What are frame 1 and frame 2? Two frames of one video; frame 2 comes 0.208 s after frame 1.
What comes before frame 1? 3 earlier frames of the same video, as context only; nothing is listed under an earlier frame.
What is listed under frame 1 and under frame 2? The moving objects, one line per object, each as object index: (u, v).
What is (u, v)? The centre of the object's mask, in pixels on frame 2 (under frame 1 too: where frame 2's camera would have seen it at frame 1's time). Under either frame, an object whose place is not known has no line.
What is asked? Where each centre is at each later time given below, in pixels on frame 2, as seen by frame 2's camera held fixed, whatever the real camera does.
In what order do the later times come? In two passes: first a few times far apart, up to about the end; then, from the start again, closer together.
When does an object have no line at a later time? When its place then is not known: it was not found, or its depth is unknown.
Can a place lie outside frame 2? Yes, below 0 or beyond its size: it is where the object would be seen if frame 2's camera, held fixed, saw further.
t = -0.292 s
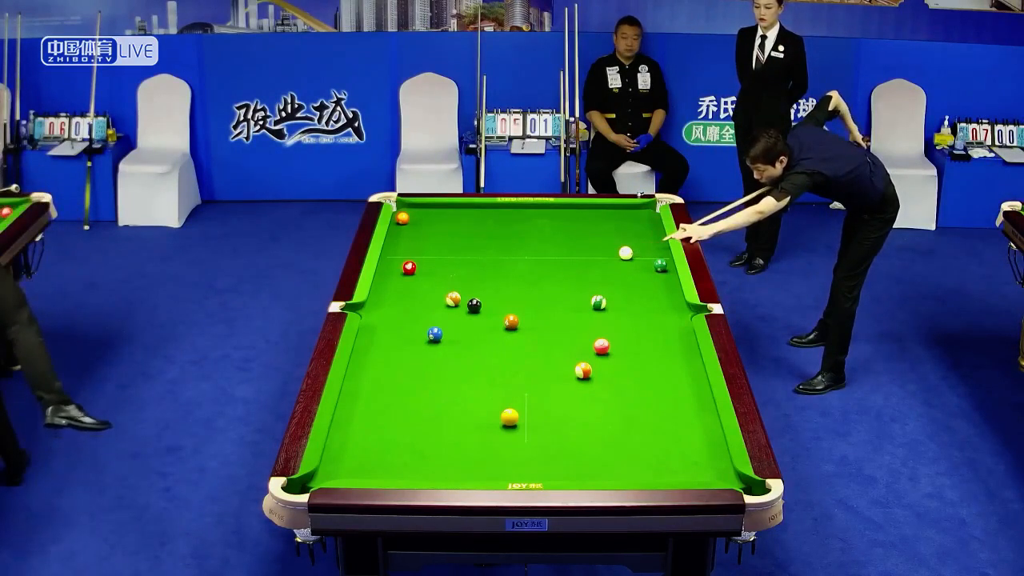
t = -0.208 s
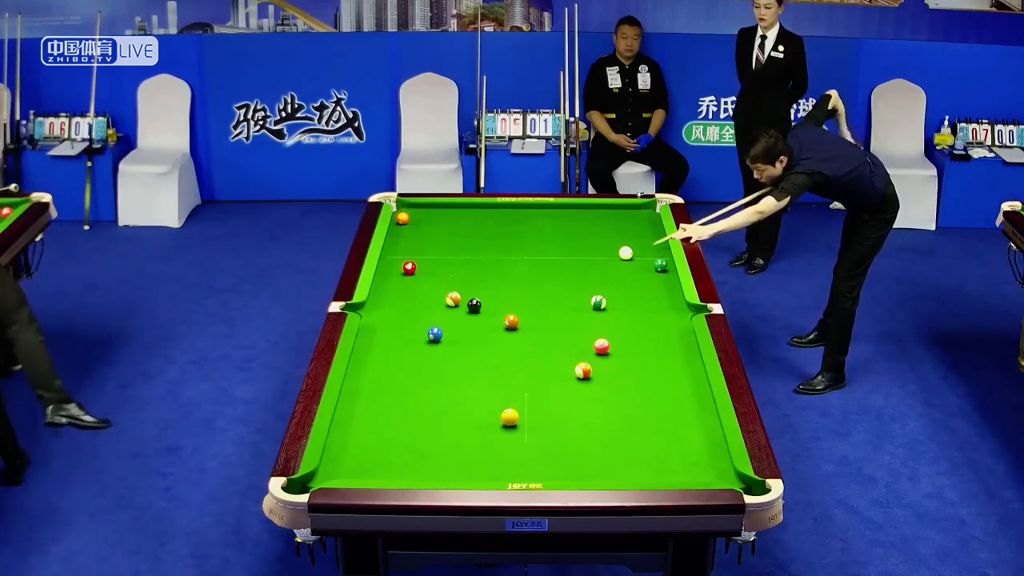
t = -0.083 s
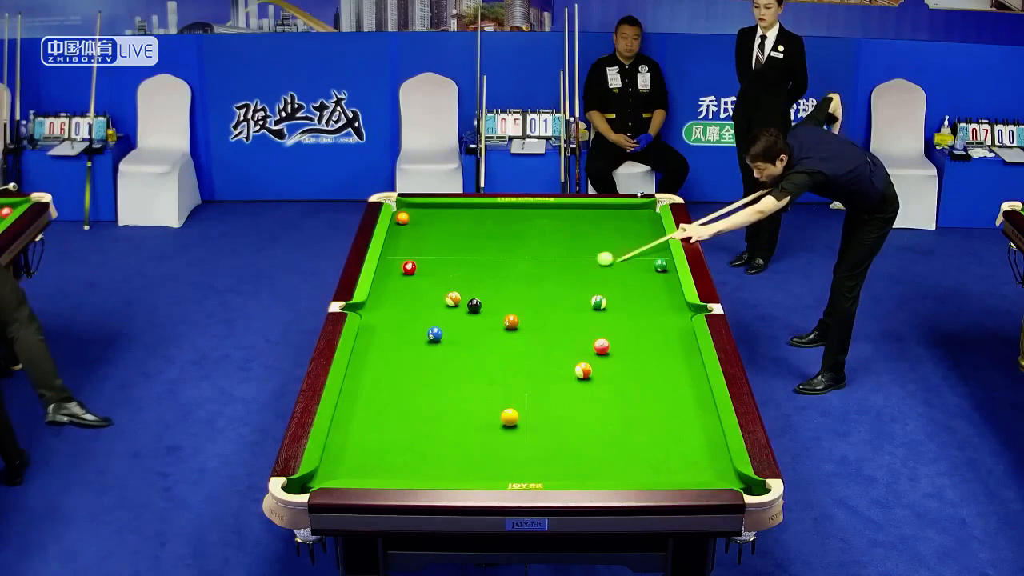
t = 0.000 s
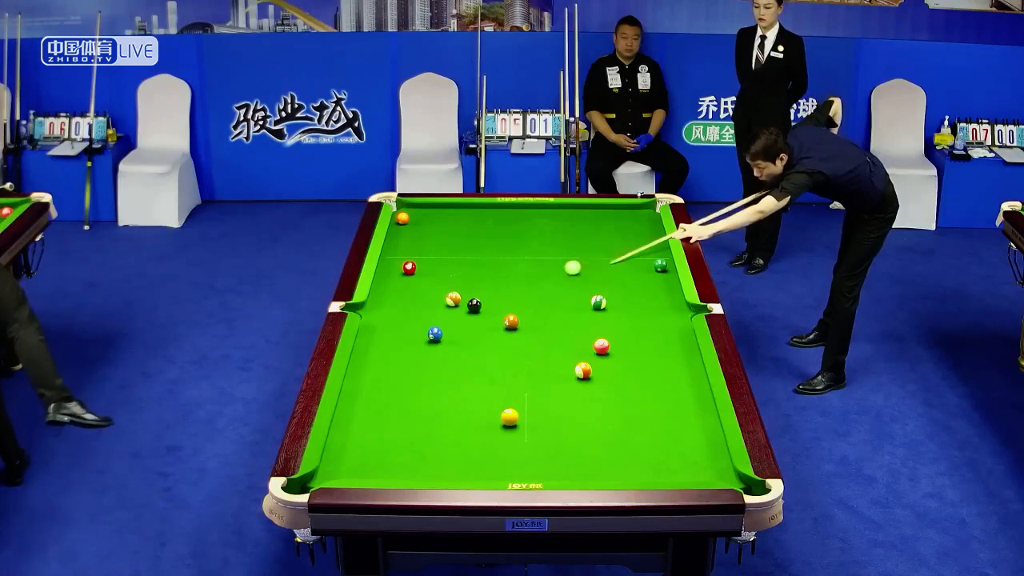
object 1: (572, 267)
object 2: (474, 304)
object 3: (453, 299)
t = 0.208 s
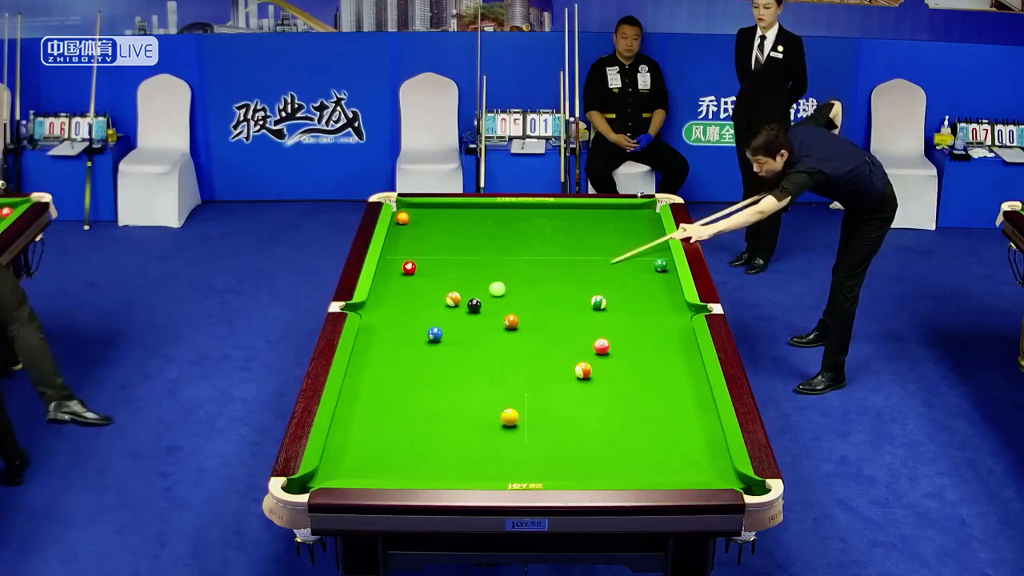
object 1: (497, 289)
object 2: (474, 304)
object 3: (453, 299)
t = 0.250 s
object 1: (483, 292)
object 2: (474, 304)
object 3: (453, 299)
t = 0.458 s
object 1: (469, 298)
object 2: (476, 308)
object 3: (402, 305)
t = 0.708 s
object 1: (475, 299)
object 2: (480, 315)
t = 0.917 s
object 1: (478, 299)
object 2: (484, 320)
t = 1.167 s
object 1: (480, 299)
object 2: (487, 325)
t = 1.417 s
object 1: (481, 299)
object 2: (491, 330)
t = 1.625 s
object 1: (481, 299)
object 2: (494, 335)
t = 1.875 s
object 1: (481, 299)
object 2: (497, 339)
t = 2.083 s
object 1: (481, 299)
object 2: (499, 342)
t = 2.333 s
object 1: (481, 299)
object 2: (501, 346)
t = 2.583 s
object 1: (481, 299)
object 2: (503, 348)
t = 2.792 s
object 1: (481, 299)
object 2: (504, 350)
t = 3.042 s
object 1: (481, 299)
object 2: (506, 351)
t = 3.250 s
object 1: (481, 299)
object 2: (507, 352)
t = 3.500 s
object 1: (481, 299)
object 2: (507, 353)
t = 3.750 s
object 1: (481, 299)
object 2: (507, 353)
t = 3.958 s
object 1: (481, 299)
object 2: (507, 353)
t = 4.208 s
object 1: (481, 299)
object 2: (507, 353)
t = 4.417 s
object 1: (481, 299)
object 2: (507, 353)
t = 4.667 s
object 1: (481, 299)
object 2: (507, 353)
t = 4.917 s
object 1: (481, 299)
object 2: (507, 353)
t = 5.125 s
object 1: (482, 299)
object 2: (507, 353)
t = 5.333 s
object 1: (482, 299)
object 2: (507, 352)
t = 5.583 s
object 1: (482, 299)
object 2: (507, 352)
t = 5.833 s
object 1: (482, 299)
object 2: (507, 352)
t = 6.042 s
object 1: (482, 299)
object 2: (507, 352)
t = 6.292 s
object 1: (482, 299)
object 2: (507, 352)
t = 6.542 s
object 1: (482, 299)
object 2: (507, 352)
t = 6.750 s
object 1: (482, 299)
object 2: (507, 352)
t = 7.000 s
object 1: (482, 299)
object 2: (507, 352)
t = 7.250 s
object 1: (481, 299)
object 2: (507, 353)
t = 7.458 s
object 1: (482, 299)
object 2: (507, 352)
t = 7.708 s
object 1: (482, 299)
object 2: (507, 352)
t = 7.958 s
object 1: (482, 299)
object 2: (507, 352)
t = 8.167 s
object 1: (482, 299)
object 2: (507, 352)
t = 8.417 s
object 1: (482, 299)
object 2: (507, 352)
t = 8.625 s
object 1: (482, 299)
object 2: (507, 353)
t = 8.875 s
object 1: (482, 299)
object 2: (507, 352)
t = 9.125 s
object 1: (482, 299)
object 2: (507, 352)
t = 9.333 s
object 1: (482, 299)
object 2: (507, 352)
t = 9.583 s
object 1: (482, 299)
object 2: (507, 352)
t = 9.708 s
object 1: (482, 299)
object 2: (507, 352)
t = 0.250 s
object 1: (483, 292)
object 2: (474, 304)
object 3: (453, 299)
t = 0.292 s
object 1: (469, 295)
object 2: (474, 305)
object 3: (453, 299)
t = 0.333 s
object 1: (466, 297)
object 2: (474, 305)
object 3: (442, 300)
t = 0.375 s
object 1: (467, 298)
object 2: (474, 305)
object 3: (428, 301)
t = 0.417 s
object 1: (468, 298)
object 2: (475, 307)
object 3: (414, 303)
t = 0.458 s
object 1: (469, 298)
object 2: (476, 308)
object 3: (402, 305)
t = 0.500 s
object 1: (470, 299)
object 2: (477, 309)
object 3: (390, 306)
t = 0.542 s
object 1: (471, 299)
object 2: (477, 309)
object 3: (380, 308)
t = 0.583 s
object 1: (473, 299)
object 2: (478, 311)
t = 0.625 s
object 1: (474, 299)
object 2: (479, 312)
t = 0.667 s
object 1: (475, 299)
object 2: (480, 314)
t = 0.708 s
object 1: (475, 299)
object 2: (480, 315)
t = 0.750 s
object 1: (476, 299)
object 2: (481, 316)
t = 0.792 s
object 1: (476, 299)
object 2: (482, 317)
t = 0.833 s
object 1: (477, 299)
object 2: (482, 318)
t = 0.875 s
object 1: (477, 299)
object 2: (483, 319)
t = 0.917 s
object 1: (478, 299)
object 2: (484, 320)
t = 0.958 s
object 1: (478, 299)
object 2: (484, 321)
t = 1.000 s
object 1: (479, 299)
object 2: (485, 322)
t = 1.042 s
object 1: (479, 299)
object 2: (486, 323)
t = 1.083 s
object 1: (480, 299)
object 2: (486, 323)
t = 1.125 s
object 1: (480, 299)
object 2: (487, 324)
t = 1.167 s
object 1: (480, 299)
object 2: (487, 325)
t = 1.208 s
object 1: (480, 299)
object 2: (488, 326)
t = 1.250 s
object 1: (480, 299)
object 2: (489, 327)
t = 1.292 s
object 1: (481, 299)
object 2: (489, 328)
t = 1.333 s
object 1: (481, 299)
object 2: (490, 329)
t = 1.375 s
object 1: (481, 299)
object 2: (490, 330)
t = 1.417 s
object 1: (481, 299)
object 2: (491, 330)
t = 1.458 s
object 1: (481, 299)
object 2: (491, 331)
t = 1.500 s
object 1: (481, 299)
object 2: (492, 332)
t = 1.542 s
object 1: (481, 299)
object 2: (492, 333)
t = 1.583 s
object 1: (481, 299)
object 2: (494, 334)
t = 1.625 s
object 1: (481, 299)
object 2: (494, 335)
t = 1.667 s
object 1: (481, 299)
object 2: (494, 336)
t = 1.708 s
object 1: (481, 299)
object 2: (495, 336)
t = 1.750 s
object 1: (481, 299)
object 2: (495, 337)
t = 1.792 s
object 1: (481, 299)
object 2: (496, 338)
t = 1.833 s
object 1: (481, 299)
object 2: (496, 338)
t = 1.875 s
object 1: (481, 299)
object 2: (497, 339)
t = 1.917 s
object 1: (481, 299)
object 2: (497, 339)
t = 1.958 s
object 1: (481, 299)
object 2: (497, 340)
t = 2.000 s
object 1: (481, 299)
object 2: (498, 341)
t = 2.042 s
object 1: (481, 299)
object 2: (498, 342)
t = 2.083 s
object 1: (481, 299)
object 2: (499, 342)
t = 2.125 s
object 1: (481, 299)
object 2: (499, 343)
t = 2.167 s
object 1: (481, 299)
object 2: (499, 343)
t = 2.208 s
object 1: (481, 299)
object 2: (500, 344)
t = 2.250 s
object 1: (481, 299)
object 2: (500, 345)
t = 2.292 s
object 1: (481, 299)
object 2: (500, 344)
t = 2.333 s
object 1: (481, 299)
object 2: (501, 346)
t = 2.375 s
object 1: (481, 299)
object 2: (501, 346)
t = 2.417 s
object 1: (481, 299)
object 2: (501, 347)
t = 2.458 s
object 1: (481, 299)
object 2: (502, 347)
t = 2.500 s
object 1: (481, 299)
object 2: (502, 347)
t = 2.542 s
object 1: (481, 299)
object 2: (502, 348)
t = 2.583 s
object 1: (481, 299)
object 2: (503, 348)
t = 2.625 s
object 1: (481, 299)
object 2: (503, 348)
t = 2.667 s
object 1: (481, 299)
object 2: (503, 349)
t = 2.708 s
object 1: (481, 299)
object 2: (504, 349)
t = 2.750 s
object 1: (481, 299)
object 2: (504, 349)
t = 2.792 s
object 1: (481, 299)
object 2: (504, 350)
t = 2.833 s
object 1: (481, 299)
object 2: (505, 350)
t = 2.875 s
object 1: (481, 299)
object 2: (505, 350)
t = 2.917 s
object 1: (481, 299)
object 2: (505, 350)
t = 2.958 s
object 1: (481, 299)
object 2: (505, 351)
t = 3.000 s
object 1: (481, 299)
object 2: (506, 351)
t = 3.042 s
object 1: (481, 299)
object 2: (506, 351)
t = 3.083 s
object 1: (481, 299)
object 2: (506, 352)
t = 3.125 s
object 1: (481, 299)
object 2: (506, 352)
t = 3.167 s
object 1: (481, 299)
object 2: (506, 352)
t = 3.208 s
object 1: (481, 299)
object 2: (506, 352)
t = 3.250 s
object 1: (481, 299)
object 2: (507, 352)
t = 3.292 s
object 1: (481, 299)
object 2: (507, 352)
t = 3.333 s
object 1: (481, 299)
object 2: (507, 352)
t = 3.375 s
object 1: (481, 299)
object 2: (507, 352)
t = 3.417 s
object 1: (481, 299)
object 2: (507, 352)
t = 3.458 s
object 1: (481, 299)
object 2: (507, 353)
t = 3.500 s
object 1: (481, 299)
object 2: (507, 353)
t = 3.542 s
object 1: (481, 299)
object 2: (507, 353)
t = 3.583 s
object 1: (481, 299)
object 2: (507, 353)
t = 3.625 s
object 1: (481, 299)
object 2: (507, 353)
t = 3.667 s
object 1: (481, 299)
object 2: (507, 353)
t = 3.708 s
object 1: (481, 299)
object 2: (507, 353)
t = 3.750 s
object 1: (481, 299)
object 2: (507, 353)
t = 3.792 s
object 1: (481, 299)
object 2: (507, 353)
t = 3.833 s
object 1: (481, 299)
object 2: (507, 353)
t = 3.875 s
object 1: (481, 299)
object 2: (507, 353)
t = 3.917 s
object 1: (481, 299)
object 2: (507, 352)
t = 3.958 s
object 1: (481, 299)
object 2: (507, 353)
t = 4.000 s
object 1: (481, 299)
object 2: (507, 353)
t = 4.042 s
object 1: (481, 299)
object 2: (507, 353)
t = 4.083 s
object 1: (481, 299)
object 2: (507, 353)
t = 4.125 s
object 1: (481, 299)
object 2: (507, 353)
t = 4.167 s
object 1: (481, 299)
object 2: (507, 353)
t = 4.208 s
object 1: (481, 299)
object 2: (507, 353)
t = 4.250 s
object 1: (481, 299)
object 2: (507, 353)
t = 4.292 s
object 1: (481, 299)
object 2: (507, 352)
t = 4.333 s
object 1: (481, 299)
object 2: (507, 352)
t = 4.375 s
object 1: (481, 299)
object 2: (507, 352)
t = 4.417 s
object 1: (481, 299)
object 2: (507, 353)
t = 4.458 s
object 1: (481, 299)
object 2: (507, 352)
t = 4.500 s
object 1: (481, 299)
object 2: (507, 353)
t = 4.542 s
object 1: (481, 299)
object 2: (507, 353)
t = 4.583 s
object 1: (481, 299)
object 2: (507, 352)
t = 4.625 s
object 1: (481, 299)
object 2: (507, 353)
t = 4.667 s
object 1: (481, 299)
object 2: (507, 353)
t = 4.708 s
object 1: (481, 299)
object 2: (507, 352)
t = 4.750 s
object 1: (482, 299)
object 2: (507, 353)
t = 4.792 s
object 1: (482, 299)
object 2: (507, 353)
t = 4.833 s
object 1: (482, 299)
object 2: (507, 352)
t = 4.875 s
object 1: (482, 299)
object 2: (507, 352)
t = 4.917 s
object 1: (481, 299)
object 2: (507, 353)
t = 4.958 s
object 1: (481, 299)
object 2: (507, 353)
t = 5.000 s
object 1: (481, 299)
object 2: (507, 353)
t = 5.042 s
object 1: (481, 299)
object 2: (507, 353)
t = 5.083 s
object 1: (481, 299)
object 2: (507, 352)
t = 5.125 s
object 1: (482, 299)
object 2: (507, 353)
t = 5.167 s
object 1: (482, 299)
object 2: (507, 353)
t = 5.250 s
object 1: (482, 299)
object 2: (507, 352)
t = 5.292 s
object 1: (482, 299)
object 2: (507, 352)
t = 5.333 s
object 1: (482, 299)
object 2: (507, 352)
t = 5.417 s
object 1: (482, 299)
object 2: (507, 352)
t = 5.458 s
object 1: (482, 299)
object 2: (507, 352)
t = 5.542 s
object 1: (482, 299)
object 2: (507, 352)
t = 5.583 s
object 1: (482, 299)
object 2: (507, 352)
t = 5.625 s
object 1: (482, 299)
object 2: (507, 352)
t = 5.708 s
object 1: (482, 299)
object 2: (507, 352)
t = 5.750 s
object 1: (482, 299)
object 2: (507, 352)
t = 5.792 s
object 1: (482, 299)
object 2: (507, 352)
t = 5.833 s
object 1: (482, 299)
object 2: (507, 352)
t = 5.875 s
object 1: (482, 299)
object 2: (507, 352)
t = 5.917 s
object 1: (482, 299)
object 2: (507, 352)
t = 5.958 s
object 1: (482, 299)
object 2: (507, 352)
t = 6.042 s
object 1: (482, 299)
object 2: (507, 352)
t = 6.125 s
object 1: (482, 299)
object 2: (507, 352)
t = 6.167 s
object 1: (482, 299)
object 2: (507, 352)
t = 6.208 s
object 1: (482, 299)
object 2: (507, 352)
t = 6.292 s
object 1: (482, 299)
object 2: (507, 352)
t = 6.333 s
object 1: (482, 299)
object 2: (507, 352)
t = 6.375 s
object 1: (482, 299)
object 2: (507, 352)
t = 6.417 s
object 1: (482, 299)
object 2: (507, 352)
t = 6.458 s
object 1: (482, 299)
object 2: (507, 352)
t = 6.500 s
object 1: (482, 299)
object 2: (507, 352)
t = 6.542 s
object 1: (482, 299)
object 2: (507, 352)
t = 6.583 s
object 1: (482, 299)
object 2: (507, 352)
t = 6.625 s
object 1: (482, 299)
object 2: (507, 352)
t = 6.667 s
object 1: (482, 299)
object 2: (507, 352)
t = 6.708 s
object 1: (482, 299)
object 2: (507, 352)
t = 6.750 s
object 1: (482, 299)
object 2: (507, 352)
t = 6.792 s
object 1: (482, 299)
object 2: (507, 352)
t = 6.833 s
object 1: (482, 299)
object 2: (507, 352)
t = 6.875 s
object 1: (482, 299)
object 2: (507, 352)
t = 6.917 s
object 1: (482, 299)
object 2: (507, 352)
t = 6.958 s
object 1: (482, 299)
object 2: (507, 352)
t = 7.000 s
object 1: (482, 299)
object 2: (507, 352)
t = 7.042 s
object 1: (481, 299)
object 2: (507, 352)
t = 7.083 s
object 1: (481, 299)
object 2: (507, 352)
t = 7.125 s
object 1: (481, 299)
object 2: (507, 352)
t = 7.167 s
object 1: (482, 299)
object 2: (507, 352)
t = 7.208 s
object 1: (482, 299)
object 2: (507, 352)
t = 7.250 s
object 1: (481, 299)
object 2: (507, 353)
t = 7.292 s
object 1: (482, 299)
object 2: (507, 353)
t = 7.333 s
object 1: (482, 299)
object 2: (507, 353)
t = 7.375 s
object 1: (482, 299)
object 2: (507, 352)
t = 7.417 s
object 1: (482, 299)
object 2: (507, 352)
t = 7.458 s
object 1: (482, 299)
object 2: (507, 352)
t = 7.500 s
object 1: (482, 299)
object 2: (507, 352)
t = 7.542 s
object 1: (482, 299)
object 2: (507, 352)
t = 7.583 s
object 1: (482, 299)
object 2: (507, 352)
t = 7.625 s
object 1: (482, 299)
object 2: (507, 352)
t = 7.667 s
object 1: (482, 299)
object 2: (507, 353)
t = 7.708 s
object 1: (482, 299)
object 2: (507, 352)
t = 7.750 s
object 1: (482, 299)
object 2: (507, 352)
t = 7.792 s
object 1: (482, 299)
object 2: (507, 352)
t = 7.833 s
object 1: (482, 299)
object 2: (507, 352)
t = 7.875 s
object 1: (481, 299)
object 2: (507, 352)
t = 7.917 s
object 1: (482, 299)
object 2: (507, 352)
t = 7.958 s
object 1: (482, 299)
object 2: (507, 352)
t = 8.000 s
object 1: (481, 298)
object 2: (507, 352)
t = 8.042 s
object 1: (481, 299)
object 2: (507, 353)
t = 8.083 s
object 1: (482, 299)
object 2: (507, 352)
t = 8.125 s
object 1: (482, 299)
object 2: (507, 352)
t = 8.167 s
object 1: (482, 299)
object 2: (507, 352)
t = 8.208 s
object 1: (482, 299)
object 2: (507, 352)
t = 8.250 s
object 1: (482, 299)
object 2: (507, 352)
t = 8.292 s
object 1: (482, 299)
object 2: (507, 352)
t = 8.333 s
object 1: (482, 299)
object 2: (507, 353)
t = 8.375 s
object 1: (482, 299)
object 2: (507, 352)
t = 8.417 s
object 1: (482, 299)
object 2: (507, 352)
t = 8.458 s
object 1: (482, 299)
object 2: (507, 352)
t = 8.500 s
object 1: (482, 299)
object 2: (507, 352)
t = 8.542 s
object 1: (482, 299)
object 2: (507, 352)
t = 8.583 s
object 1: (482, 299)
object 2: (507, 352)
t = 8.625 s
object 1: (482, 299)
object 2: (507, 353)
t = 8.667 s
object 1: (482, 299)
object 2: (507, 352)
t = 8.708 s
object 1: (482, 299)
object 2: (507, 352)
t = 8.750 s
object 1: (482, 299)
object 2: (507, 352)
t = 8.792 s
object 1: (481, 299)
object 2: (507, 352)
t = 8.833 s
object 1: (482, 299)
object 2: (507, 352)
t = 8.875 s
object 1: (482, 299)
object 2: (507, 352)
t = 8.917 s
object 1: (482, 299)
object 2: (507, 353)
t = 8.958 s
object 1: (482, 299)
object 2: (507, 352)
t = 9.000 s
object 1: (481, 299)
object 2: (507, 352)
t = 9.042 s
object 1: (482, 299)
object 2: (507, 352)
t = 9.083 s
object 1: (482, 299)
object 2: (507, 352)
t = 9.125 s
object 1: (482, 299)
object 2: (507, 352)
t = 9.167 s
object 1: (481, 299)
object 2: (507, 352)
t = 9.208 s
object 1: (482, 299)
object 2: (507, 352)
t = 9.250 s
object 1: (482, 299)
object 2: (507, 352)
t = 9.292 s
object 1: (482, 299)
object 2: (507, 352)
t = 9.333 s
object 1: (482, 299)
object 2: (507, 352)
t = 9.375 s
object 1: (482, 299)
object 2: (507, 352)
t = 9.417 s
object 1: (482, 299)
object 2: (507, 352)
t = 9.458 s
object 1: (482, 299)
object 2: (507, 352)
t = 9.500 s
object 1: (482, 299)
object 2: (507, 352)
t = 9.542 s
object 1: (482, 299)
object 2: (507, 352)
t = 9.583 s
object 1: (482, 299)
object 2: (507, 352)
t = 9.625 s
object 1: (482, 299)
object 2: (507, 352)
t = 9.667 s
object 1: (482, 299)
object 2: (507, 352)
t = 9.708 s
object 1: (482, 299)
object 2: (507, 352)
